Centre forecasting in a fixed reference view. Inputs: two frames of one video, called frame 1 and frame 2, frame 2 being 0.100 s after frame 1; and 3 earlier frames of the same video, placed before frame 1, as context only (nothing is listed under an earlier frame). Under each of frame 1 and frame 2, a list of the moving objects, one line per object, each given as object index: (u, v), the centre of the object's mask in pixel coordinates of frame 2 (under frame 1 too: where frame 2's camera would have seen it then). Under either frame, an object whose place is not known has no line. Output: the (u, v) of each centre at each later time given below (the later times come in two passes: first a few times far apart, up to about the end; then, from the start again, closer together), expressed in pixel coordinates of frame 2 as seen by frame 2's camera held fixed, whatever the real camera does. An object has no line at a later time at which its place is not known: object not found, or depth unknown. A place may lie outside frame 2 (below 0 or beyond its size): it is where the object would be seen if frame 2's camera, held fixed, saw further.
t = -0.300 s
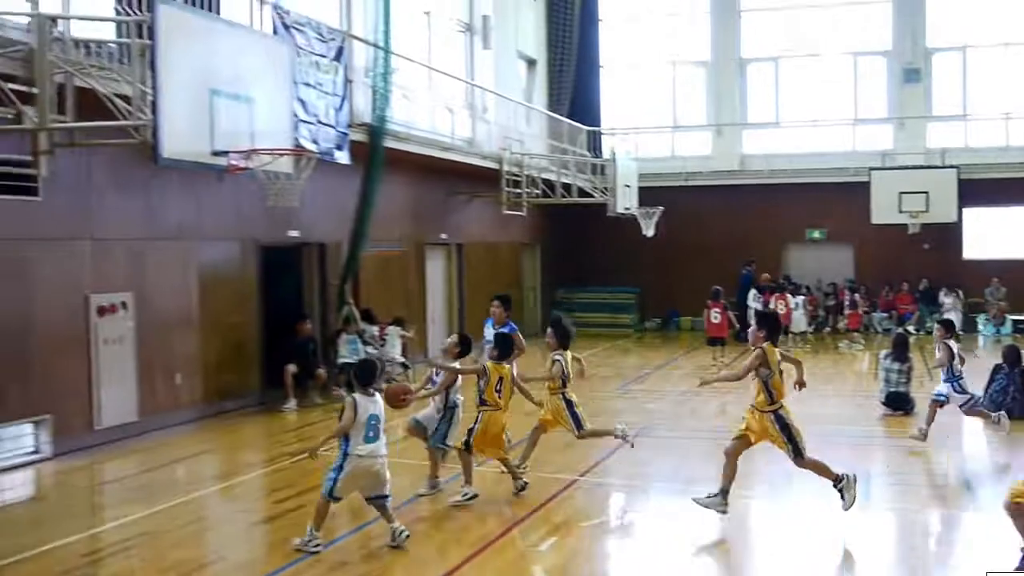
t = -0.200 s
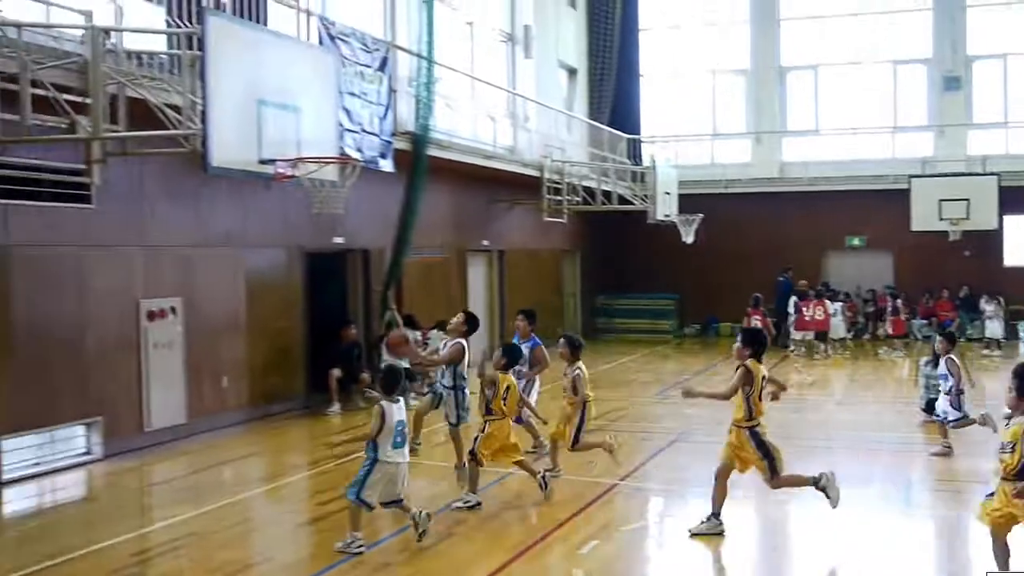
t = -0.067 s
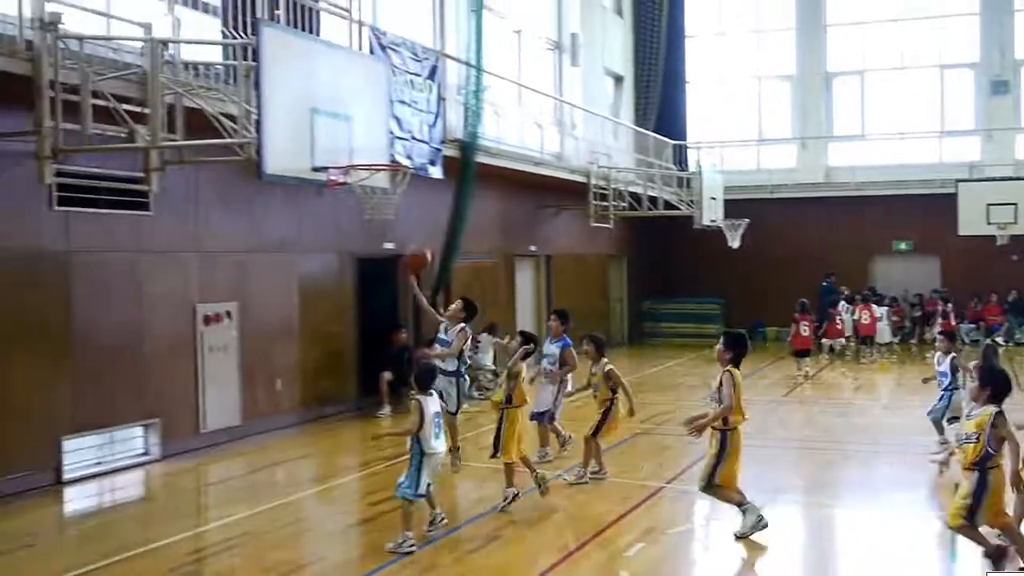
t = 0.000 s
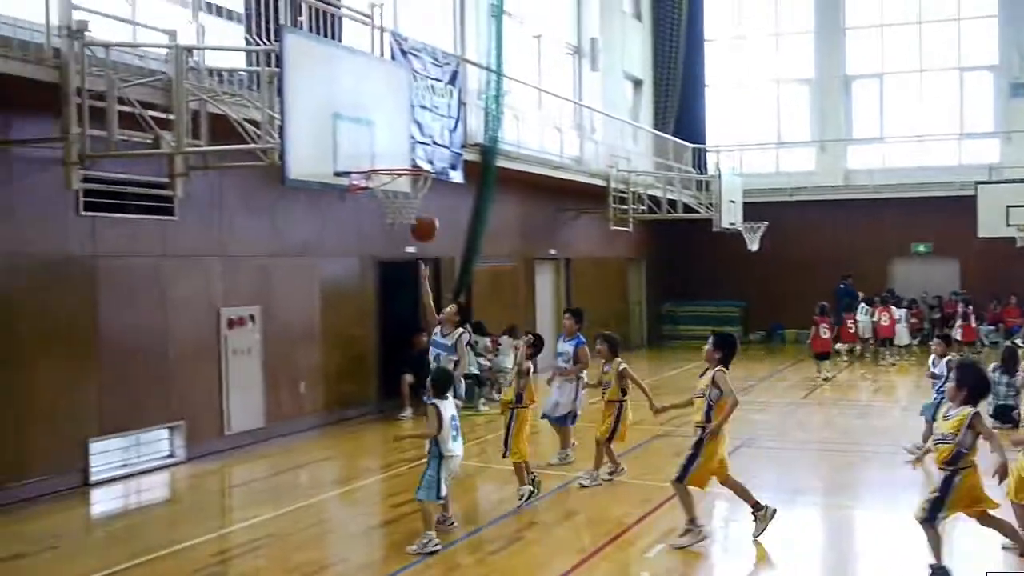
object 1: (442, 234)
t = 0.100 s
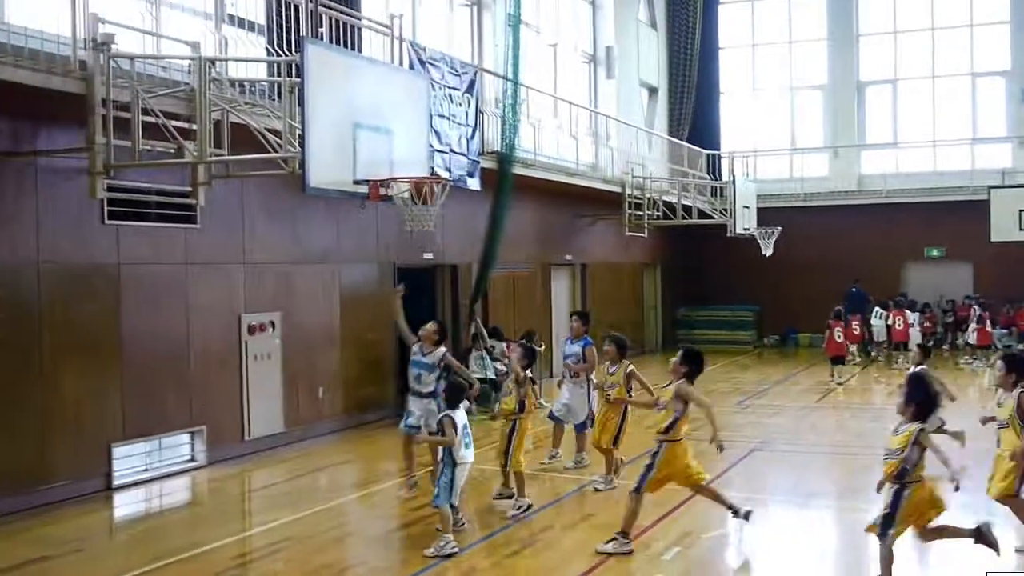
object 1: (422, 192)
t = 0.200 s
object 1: (406, 162)
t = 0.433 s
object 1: (418, 155)
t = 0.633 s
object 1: (428, 205)
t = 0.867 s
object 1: (427, 258)
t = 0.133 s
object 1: (415, 179)
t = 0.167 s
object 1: (409, 167)
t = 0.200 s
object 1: (406, 162)
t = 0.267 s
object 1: (410, 153)
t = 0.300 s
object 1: (411, 150)
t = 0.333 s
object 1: (413, 149)
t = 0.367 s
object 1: (415, 150)
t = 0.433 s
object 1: (418, 155)
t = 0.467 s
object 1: (420, 160)
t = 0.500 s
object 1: (422, 165)
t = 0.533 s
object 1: (422, 173)
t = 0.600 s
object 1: (427, 195)
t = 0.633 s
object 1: (428, 205)
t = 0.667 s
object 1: (429, 209)
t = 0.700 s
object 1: (428, 213)
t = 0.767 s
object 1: (427, 226)
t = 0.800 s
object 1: (426, 234)
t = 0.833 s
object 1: (426, 245)
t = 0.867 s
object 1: (427, 258)
